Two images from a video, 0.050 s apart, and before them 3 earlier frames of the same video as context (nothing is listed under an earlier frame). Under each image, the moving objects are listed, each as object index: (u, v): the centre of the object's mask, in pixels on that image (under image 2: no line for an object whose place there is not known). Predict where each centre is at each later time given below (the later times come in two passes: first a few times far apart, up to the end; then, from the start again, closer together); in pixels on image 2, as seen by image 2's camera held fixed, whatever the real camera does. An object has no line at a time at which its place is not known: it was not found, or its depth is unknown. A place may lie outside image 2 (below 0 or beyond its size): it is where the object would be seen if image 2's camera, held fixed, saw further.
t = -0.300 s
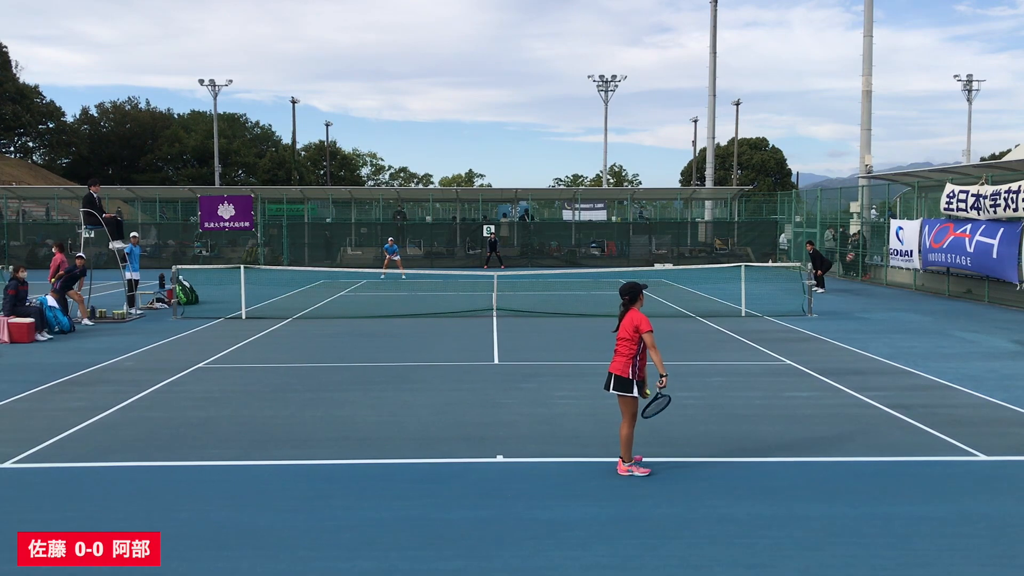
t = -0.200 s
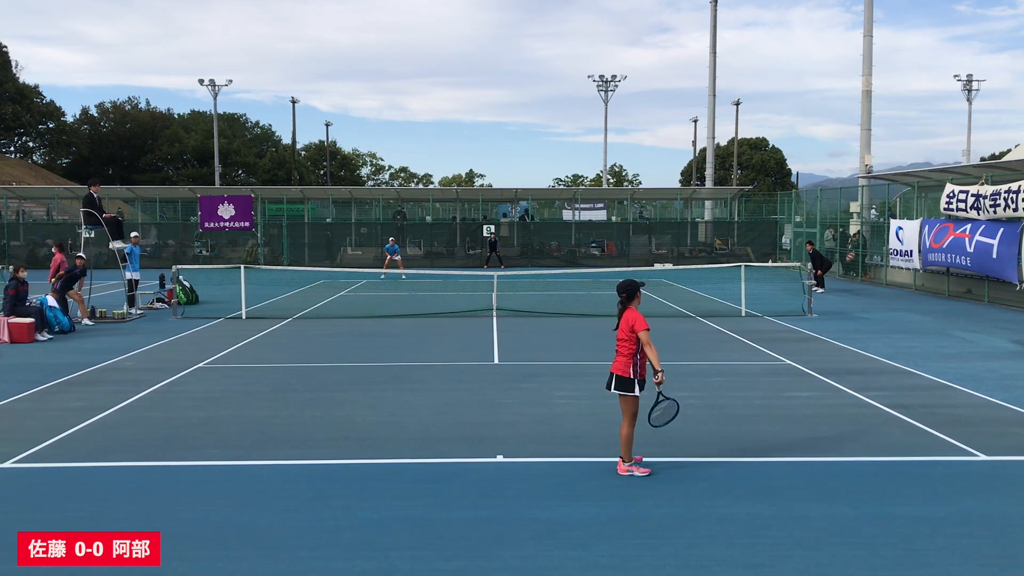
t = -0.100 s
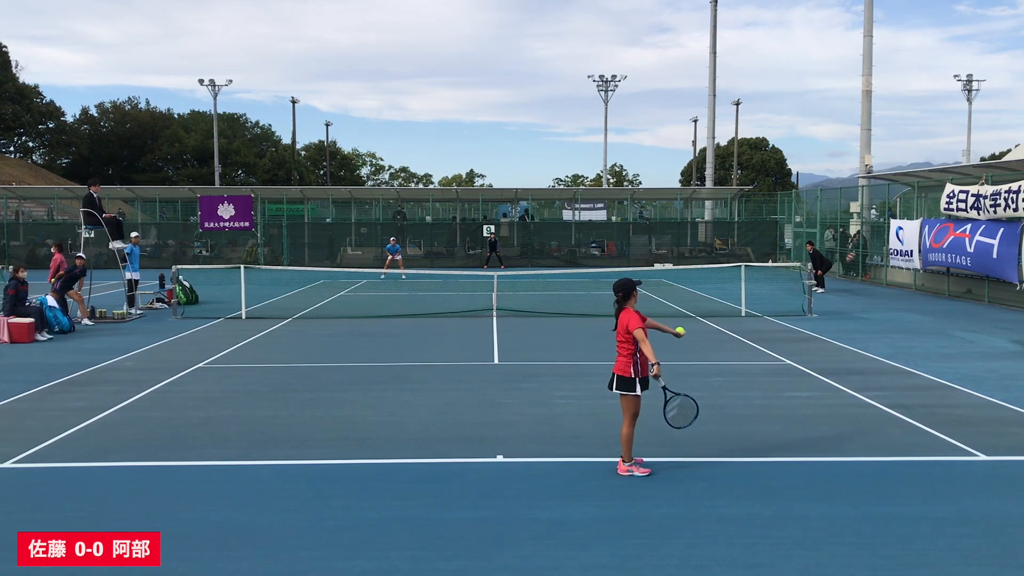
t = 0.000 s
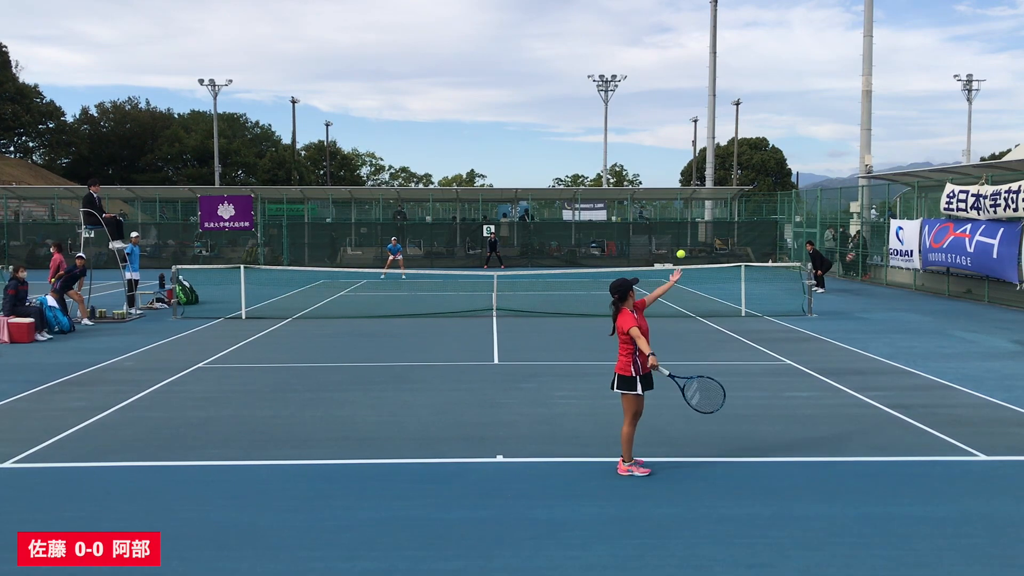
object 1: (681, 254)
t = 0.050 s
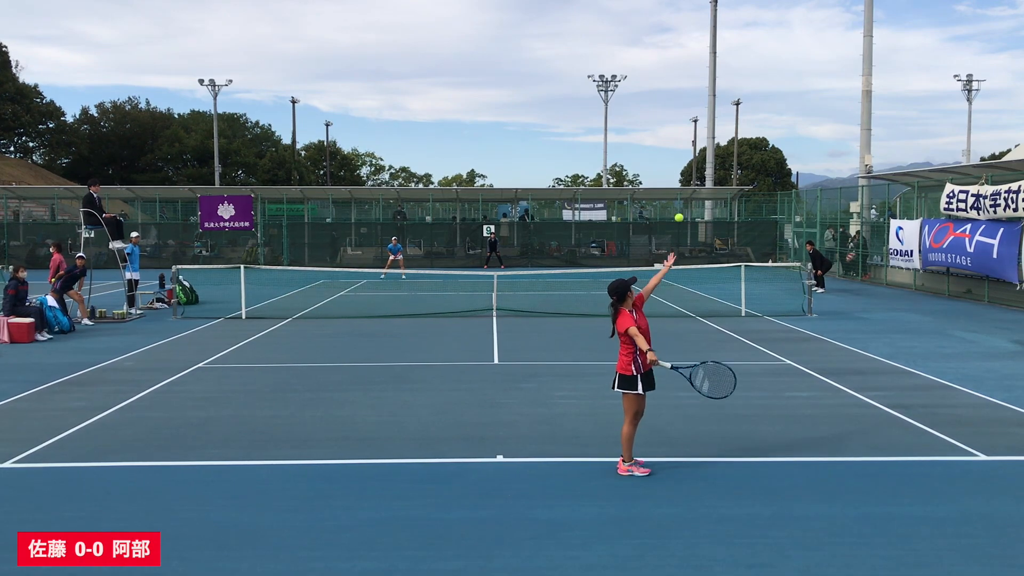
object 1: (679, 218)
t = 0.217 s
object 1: (673, 119)
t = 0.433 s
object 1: (661, 41)
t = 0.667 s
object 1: (645, 22)
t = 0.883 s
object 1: (627, 64)
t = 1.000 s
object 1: (616, 109)
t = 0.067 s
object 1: (678, 206)
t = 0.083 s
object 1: (678, 195)
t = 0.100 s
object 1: (678, 184)
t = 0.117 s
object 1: (677, 174)
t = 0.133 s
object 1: (676, 164)
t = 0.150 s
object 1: (675, 154)
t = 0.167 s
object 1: (675, 145)
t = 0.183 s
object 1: (674, 136)
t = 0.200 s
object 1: (673, 127)
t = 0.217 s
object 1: (673, 119)
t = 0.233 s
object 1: (672, 111)
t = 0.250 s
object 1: (671, 103)
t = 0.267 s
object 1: (670, 95)
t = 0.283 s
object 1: (670, 88)
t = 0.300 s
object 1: (669, 82)
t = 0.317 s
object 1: (668, 75)
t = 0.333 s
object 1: (667, 69)
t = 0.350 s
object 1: (666, 64)
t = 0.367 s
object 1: (665, 58)
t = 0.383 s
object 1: (664, 53)
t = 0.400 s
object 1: (663, 49)
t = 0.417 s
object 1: (662, 45)
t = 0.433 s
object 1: (661, 41)
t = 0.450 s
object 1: (660, 37)
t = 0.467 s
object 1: (659, 34)
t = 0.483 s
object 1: (658, 31)
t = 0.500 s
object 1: (657, 28)
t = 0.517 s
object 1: (656, 26)
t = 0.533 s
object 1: (655, 24)
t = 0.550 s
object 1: (654, 23)
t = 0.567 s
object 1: (652, 22)
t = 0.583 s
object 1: (651, 21)
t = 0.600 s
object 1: (650, 21)
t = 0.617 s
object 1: (649, 20)
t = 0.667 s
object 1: (645, 22)
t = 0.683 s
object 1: (644, 23)
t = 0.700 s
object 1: (642, 25)
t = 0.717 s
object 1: (641, 27)
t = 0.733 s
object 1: (640, 29)
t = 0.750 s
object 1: (638, 31)
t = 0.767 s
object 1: (637, 34)
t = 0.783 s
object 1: (635, 38)
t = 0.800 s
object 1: (634, 41)
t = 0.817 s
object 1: (633, 45)
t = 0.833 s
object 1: (631, 49)
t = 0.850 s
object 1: (629, 54)
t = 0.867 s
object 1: (628, 59)
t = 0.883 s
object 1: (627, 64)
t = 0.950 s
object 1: (620, 88)
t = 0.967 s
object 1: (618, 94)
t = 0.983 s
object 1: (617, 102)
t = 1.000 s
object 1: (616, 109)
